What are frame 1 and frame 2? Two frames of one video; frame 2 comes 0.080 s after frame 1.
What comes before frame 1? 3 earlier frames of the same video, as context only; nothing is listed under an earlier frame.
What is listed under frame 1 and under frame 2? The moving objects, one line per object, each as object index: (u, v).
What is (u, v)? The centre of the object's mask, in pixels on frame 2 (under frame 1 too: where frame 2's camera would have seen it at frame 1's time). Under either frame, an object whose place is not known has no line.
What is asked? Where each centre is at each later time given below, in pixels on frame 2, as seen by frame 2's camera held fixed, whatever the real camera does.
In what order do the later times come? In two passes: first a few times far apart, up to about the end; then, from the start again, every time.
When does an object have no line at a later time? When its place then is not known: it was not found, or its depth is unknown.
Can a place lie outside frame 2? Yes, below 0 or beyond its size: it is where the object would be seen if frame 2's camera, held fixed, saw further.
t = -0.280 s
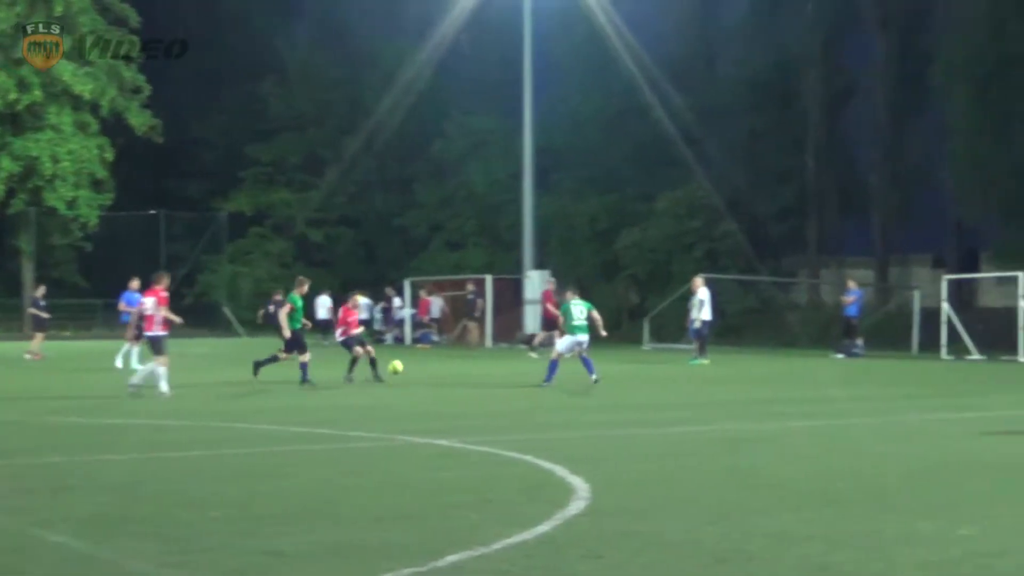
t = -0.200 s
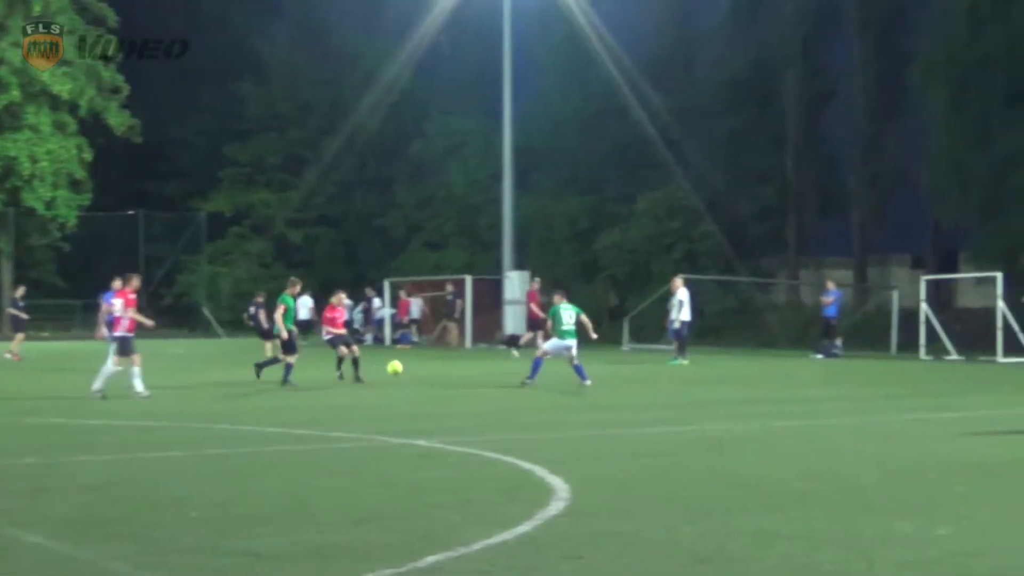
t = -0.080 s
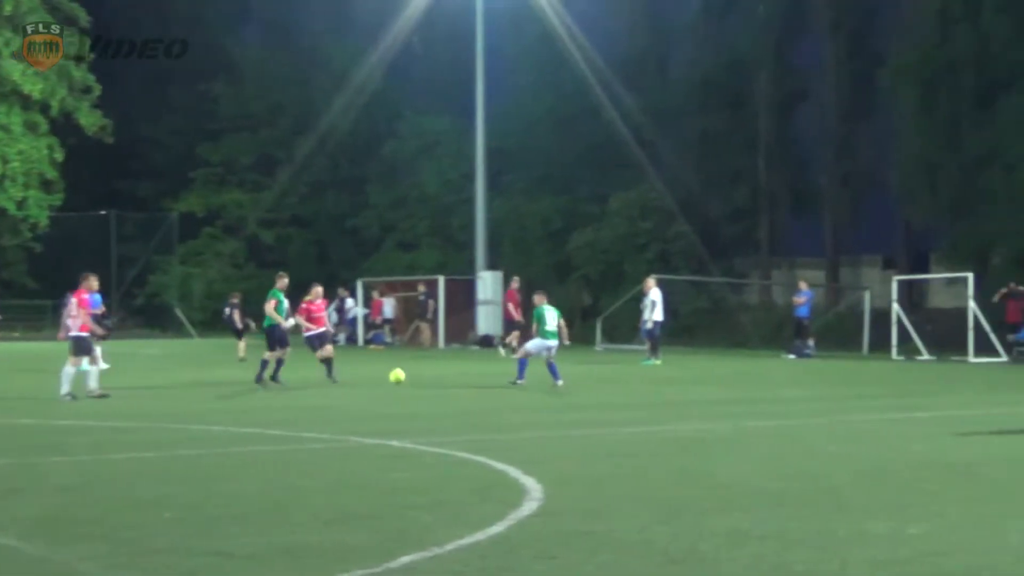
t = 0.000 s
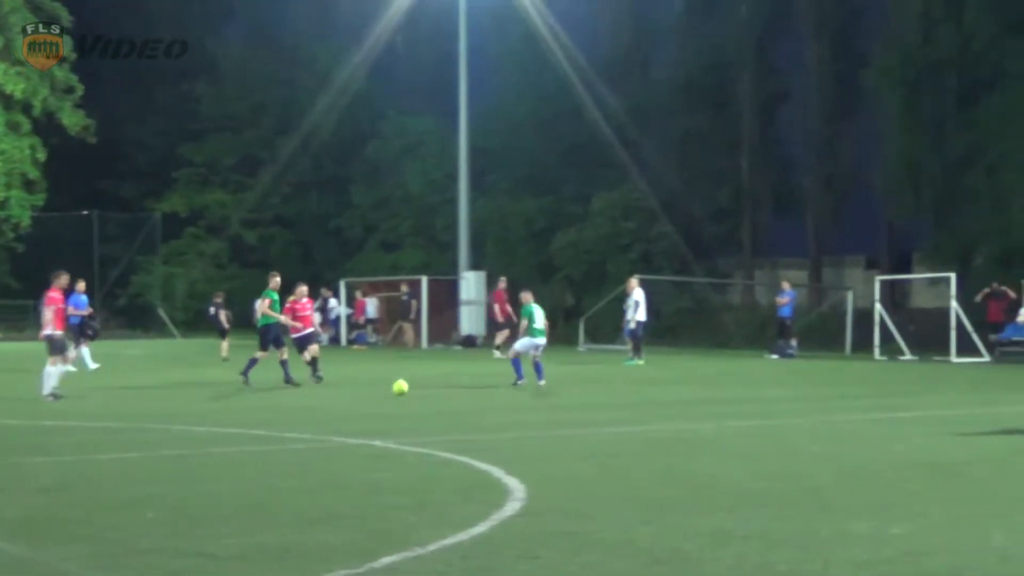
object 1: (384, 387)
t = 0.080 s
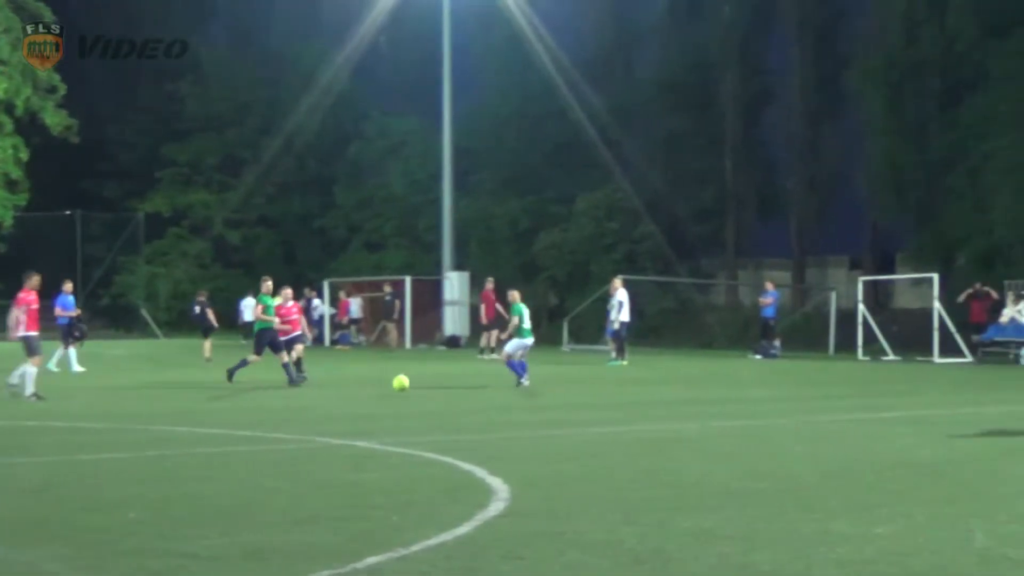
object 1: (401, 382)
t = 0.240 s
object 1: (436, 384)
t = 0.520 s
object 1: (496, 397)
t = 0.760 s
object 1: (550, 404)
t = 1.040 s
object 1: (617, 409)
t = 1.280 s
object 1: (679, 420)
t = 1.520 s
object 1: (742, 425)
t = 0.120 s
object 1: (409, 381)
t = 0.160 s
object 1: (418, 381)
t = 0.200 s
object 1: (427, 382)
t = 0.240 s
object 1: (436, 384)
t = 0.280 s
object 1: (445, 388)
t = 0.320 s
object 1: (454, 394)
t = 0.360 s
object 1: (462, 394)
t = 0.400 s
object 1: (471, 393)
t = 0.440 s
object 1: (479, 393)
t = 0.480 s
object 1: (487, 394)
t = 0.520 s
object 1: (496, 397)
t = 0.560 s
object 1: (504, 400)
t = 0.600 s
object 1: (514, 399)
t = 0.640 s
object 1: (523, 400)
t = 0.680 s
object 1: (532, 402)
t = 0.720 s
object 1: (541, 405)
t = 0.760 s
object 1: (550, 404)
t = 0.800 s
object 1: (559, 404)
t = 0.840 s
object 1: (568, 406)
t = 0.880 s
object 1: (578, 409)
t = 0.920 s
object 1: (587, 407)
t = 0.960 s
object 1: (597, 407)
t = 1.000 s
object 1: (607, 407)
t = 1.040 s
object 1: (617, 409)
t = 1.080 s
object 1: (627, 413)
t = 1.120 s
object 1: (637, 413)
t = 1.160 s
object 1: (647, 412)
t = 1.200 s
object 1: (657, 413)
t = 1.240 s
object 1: (668, 415)
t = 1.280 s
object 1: (679, 420)
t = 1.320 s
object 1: (689, 420)
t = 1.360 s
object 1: (699, 420)
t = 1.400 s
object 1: (710, 421)
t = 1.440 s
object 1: (721, 424)
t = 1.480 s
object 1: (731, 425)
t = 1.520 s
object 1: (742, 425)
